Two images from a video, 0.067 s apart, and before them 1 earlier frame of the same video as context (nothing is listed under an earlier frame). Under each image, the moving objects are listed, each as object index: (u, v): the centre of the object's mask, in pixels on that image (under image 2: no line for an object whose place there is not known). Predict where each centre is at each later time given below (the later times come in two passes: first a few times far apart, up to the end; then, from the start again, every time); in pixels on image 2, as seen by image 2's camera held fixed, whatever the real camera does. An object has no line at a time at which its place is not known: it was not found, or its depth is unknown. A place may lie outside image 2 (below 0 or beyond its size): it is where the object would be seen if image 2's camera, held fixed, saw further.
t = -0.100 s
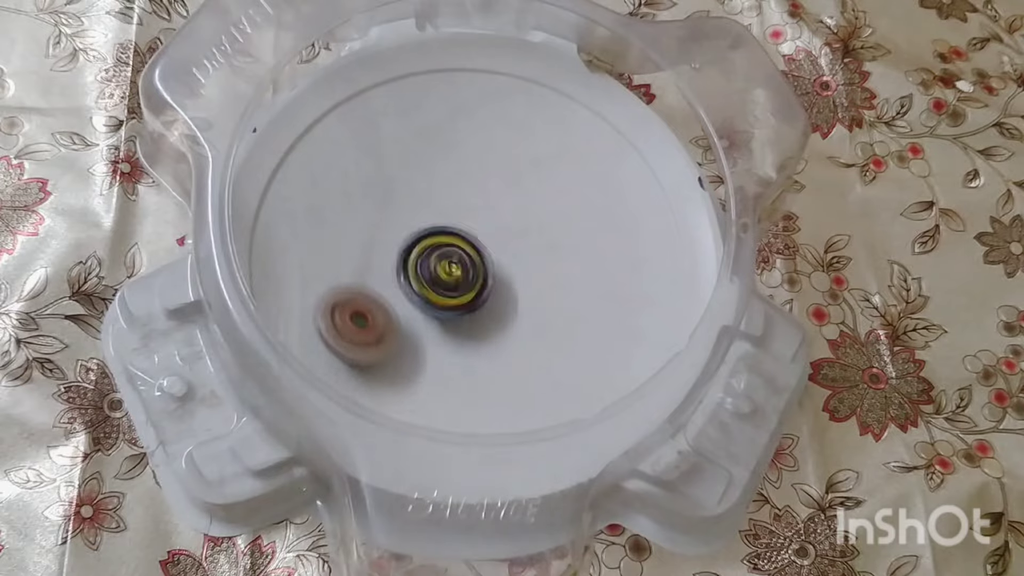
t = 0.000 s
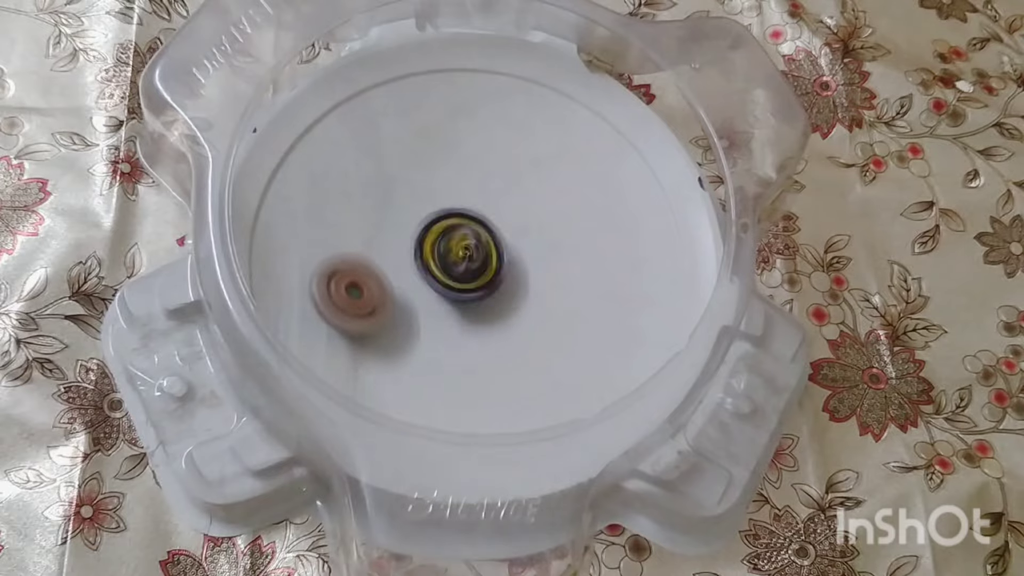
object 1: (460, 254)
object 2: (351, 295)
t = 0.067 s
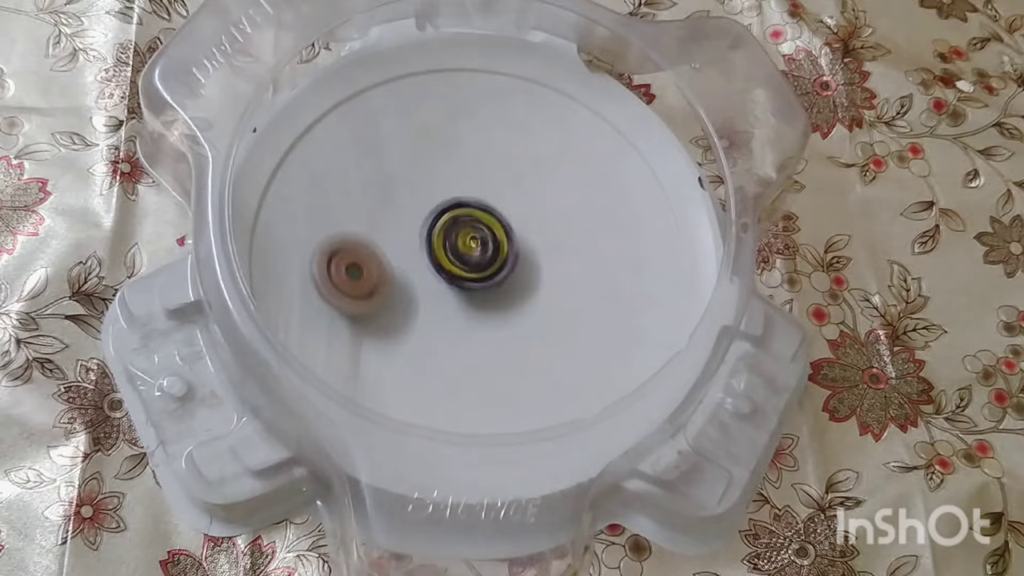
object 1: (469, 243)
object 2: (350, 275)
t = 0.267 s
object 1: (495, 229)
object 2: (369, 215)
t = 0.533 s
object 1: (508, 234)
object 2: (427, 171)
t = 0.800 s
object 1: (488, 278)
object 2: (498, 161)
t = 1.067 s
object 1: (441, 309)
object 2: (553, 198)
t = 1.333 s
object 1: (404, 288)
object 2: (559, 269)
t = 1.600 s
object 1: (414, 249)
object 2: (514, 325)
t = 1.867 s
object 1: (459, 239)
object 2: (438, 343)
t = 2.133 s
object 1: (492, 275)
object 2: (370, 309)
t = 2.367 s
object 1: (479, 306)
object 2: (347, 258)
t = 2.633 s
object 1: (439, 308)
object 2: (373, 208)
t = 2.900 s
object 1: (417, 270)
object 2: (436, 190)
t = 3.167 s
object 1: (408, 261)
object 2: (495, 222)
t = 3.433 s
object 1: (424, 264)
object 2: (511, 287)
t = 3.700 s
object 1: (440, 258)
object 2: (477, 343)
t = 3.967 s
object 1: (485, 258)
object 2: (396, 365)
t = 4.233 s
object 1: (480, 261)
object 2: (378, 300)
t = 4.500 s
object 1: (461, 254)
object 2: (374, 186)
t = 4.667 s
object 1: (460, 249)
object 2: (382, 168)
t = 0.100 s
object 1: (474, 242)
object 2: (350, 262)
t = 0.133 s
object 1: (478, 237)
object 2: (352, 252)
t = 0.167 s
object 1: (484, 235)
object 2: (356, 241)
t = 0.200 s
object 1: (487, 232)
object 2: (360, 233)
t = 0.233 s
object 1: (493, 229)
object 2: (364, 224)
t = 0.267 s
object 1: (495, 229)
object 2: (369, 215)
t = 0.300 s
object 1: (500, 226)
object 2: (374, 207)
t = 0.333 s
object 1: (503, 227)
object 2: (380, 201)
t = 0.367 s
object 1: (504, 227)
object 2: (386, 193)
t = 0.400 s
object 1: (508, 228)
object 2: (395, 188)
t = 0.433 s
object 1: (509, 229)
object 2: (403, 182)
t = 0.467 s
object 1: (510, 229)
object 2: (411, 177)
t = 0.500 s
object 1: (509, 233)
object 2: (420, 174)
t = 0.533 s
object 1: (508, 234)
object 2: (427, 171)
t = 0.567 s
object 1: (509, 237)
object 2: (436, 169)
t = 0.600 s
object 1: (507, 241)
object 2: (445, 167)
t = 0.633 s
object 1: (506, 242)
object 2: (454, 167)
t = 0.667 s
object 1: (502, 247)
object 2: (464, 167)
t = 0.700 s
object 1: (498, 253)
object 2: (473, 163)
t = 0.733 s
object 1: (497, 263)
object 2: (484, 160)
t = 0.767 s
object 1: (490, 272)
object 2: (491, 160)
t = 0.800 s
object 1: (488, 278)
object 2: (498, 161)
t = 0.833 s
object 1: (483, 285)
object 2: (506, 162)
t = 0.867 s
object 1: (476, 290)
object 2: (515, 165)
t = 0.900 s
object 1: (472, 295)
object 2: (523, 168)
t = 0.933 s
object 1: (465, 301)
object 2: (531, 173)
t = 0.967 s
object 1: (460, 304)
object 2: (538, 178)
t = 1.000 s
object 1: (453, 307)
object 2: (544, 184)
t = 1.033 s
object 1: (444, 309)
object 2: (550, 190)
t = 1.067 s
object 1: (441, 309)
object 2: (553, 198)
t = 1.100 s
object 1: (433, 310)
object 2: (555, 210)
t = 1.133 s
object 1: (427, 309)
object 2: (558, 216)
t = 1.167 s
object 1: (422, 308)
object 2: (560, 224)
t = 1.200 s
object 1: (415, 305)
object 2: (561, 231)
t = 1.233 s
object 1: (413, 301)
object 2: (561, 240)
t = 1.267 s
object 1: (408, 298)
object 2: (561, 249)
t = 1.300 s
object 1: (403, 294)
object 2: (561, 259)
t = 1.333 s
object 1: (404, 288)
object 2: (559, 269)
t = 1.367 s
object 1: (401, 284)
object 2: (557, 278)
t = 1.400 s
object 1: (399, 277)
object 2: (553, 285)
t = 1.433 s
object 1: (402, 273)
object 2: (547, 293)
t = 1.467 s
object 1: (401, 268)
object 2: (541, 300)
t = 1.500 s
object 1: (403, 262)
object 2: (534, 307)
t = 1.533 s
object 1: (406, 259)
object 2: (528, 313)
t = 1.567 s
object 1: (407, 254)
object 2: (522, 318)
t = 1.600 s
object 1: (414, 249)
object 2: (514, 325)
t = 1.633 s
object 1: (418, 248)
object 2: (504, 330)
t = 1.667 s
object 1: (420, 243)
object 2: (495, 334)
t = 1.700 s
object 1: (430, 241)
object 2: (486, 337)
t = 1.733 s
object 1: (435, 241)
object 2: (477, 340)
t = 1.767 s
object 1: (439, 238)
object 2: (467, 341)
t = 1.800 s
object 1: (449, 238)
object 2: (459, 343)
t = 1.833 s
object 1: (454, 241)
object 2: (449, 343)
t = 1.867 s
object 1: (459, 239)
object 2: (438, 343)
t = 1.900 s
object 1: (468, 242)
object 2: (428, 342)
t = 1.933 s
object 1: (472, 248)
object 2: (418, 339)
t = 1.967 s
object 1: (476, 248)
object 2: (409, 335)
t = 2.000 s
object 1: (484, 253)
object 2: (401, 332)
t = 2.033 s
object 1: (485, 259)
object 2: (392, 326)
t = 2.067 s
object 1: (489, 260)
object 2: (384, 320)
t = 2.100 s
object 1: (494, 267)
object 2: (377, 315)
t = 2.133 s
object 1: (492, 275)
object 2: (370, 309)
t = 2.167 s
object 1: (494, 276)
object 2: (365, 303)
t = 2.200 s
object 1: (496, 282)
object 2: (360, 295)
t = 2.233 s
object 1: (493, 290)
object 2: (356, 289)
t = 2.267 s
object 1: (490, 292)
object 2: (352, 280)
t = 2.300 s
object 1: (490, 296)
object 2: (350, 272)
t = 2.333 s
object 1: (485, 303)
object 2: (348, 265)
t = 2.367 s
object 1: (479, 306)
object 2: (347, 258)
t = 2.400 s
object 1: (476, 307)
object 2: (348, 250)
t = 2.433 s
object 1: (470, 311)
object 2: (348, 243)
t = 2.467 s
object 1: (462, 313)
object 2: (350, 236)
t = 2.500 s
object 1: (459, 313)
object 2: (354, 229)
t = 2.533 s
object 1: (455, 314)
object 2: (358, 223)
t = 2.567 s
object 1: (446, 313)
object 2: (362, 217)
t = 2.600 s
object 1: (443, 310)
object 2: (367, 212)
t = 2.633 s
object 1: (439, 308)
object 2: (373, 208)
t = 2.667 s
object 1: (430, 304)
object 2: (379, 205)
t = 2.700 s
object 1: (428, 300)
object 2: (386, 200)
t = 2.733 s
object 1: (427, 297)
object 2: (394, 197)
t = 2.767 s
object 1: (422, 292)
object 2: (402, 195)
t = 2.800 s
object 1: (420, 284)
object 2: (410, 193)
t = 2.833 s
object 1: (421, 280)
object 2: (421, 191)
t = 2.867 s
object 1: (419, 277)
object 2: (427, 191)
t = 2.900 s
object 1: (417, 270)
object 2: (436, 190)
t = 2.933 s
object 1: (412, 270)
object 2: (448, 187)
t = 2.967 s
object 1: (408, 265)
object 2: (459, 186)
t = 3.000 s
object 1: (412, 263)
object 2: (466, 191)
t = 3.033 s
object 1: (414, 262)
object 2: (472, 195)
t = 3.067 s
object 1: (414, 263)
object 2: (479, 199)
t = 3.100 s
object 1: (411, 265)
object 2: (485, 206)
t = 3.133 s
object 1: (407, 264)
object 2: (490, 212)
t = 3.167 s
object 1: (408, 261)
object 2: (495, 222)
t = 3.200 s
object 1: (411, 261)
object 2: (498, 229)
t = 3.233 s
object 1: (412, 264)
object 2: (501, 237)
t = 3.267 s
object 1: (411, 264)
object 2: (504, 244)
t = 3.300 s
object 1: (413, 262)
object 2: (507, 253)
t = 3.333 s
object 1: (417, 264)
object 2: (508, 261)
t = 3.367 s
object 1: (419, 267)
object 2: (508, 269)
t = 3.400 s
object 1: (418, 267)
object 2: (510, 278)
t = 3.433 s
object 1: (424, 264)
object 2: (511, 287)
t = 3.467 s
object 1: (429, 265)
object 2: (509, 296)
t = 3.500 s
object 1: (429, 262)
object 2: (511, 308)
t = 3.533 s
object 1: (431, 261)
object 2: (505, 319)
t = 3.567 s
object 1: (434, 261)
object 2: (498, 324)
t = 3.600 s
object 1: (437, 261)
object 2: (497, 332)
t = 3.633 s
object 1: (438, 258)
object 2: (493, 339)
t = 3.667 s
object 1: (439, 257)
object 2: (484, 342)
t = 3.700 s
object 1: (440, 258)
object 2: (477, 343)
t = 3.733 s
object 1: (442, 257)
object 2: (469, 345)
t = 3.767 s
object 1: (445, 258)
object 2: (463, 346)
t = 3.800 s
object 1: (450, 259)
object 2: (455, 346)
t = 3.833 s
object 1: (456, 254)
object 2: (438, 360)
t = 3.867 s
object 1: (462, 250)
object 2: (421, 369)
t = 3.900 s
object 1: (470, 249)
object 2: (409, 372)
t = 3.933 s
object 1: (479, 252)
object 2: (402, 371)
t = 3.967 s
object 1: (485, 258)
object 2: (396, 365)
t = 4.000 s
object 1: (487, 264)
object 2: (391, 361)
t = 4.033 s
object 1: (487, 263)
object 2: (386, 355)
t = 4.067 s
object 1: (485, 263)
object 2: (383, 349)
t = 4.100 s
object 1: (482, 262)
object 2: (380, 342)
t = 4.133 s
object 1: (483, 261)
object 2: (378, 334)
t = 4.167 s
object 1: (482, 261)
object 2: (376, 324)
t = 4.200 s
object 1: (483, 261)
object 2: (378, 314)
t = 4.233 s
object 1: (480, 261)
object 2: (378, 300)
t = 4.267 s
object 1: (477, 261)
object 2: (377, 284)
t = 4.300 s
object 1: (475, 260)
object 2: (377, 269)
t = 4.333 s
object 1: (472, 260)
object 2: (377, 253)
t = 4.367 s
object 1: (468, 260)
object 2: (375, 237)
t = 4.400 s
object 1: (465, 258)
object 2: (375, 222)
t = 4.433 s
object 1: (464, 256)
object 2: (374, 207)
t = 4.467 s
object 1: (463, 254)
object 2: (374, 194)
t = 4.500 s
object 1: (461, 254)
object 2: (374, 186)
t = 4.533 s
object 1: (461, 254)
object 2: (377, 180)
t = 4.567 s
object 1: (460, 253)
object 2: (378, 174)
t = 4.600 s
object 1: (460, 251)
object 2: (380, 171)
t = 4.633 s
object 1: (460, 249)
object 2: (382, 169)
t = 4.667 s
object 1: (460, 249)
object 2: (382, 168)
